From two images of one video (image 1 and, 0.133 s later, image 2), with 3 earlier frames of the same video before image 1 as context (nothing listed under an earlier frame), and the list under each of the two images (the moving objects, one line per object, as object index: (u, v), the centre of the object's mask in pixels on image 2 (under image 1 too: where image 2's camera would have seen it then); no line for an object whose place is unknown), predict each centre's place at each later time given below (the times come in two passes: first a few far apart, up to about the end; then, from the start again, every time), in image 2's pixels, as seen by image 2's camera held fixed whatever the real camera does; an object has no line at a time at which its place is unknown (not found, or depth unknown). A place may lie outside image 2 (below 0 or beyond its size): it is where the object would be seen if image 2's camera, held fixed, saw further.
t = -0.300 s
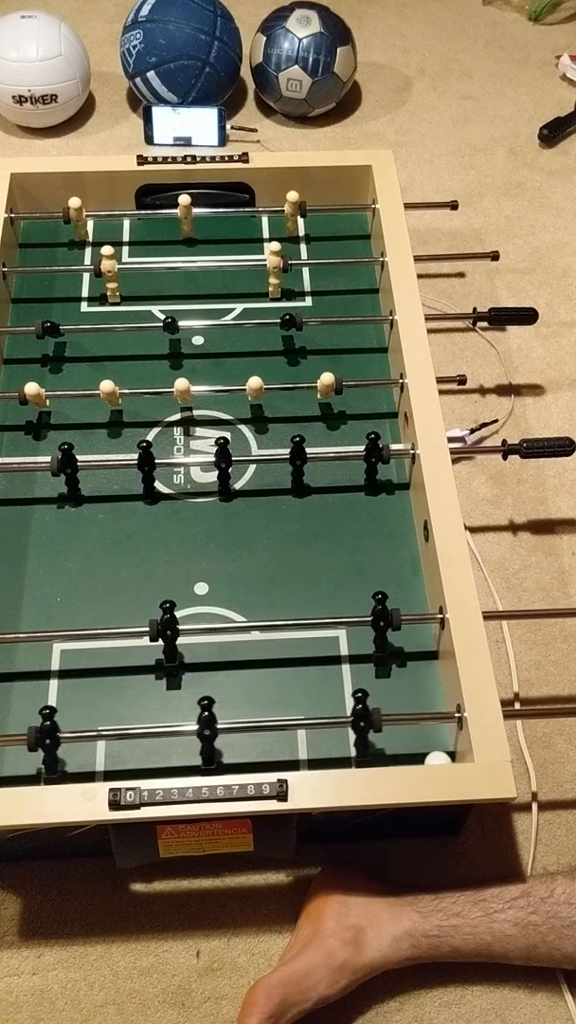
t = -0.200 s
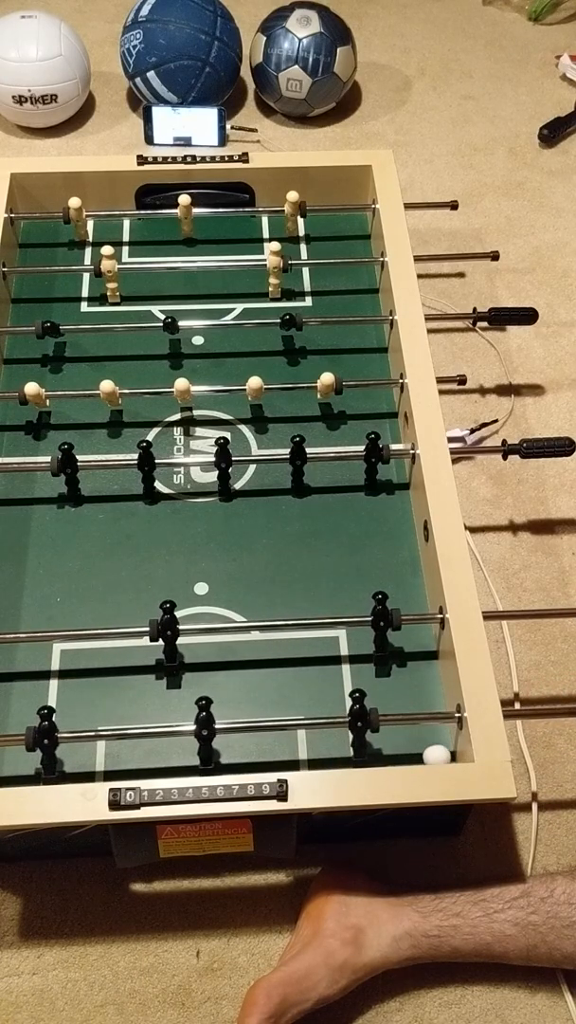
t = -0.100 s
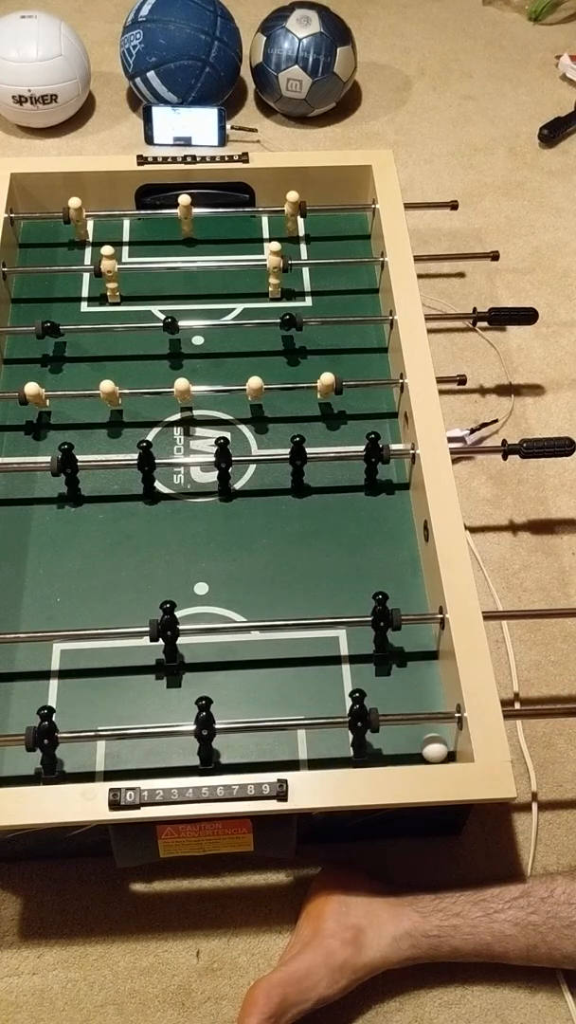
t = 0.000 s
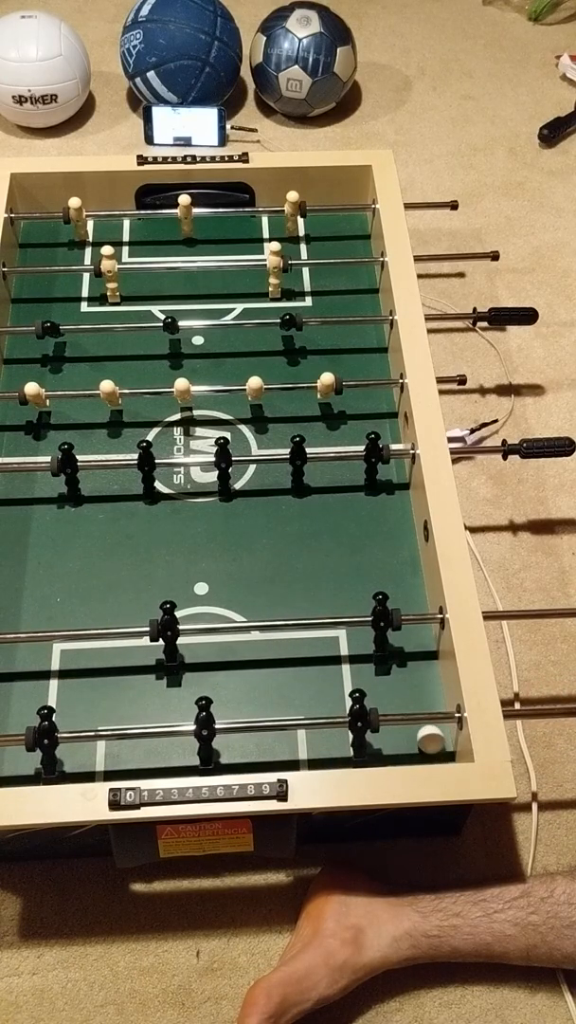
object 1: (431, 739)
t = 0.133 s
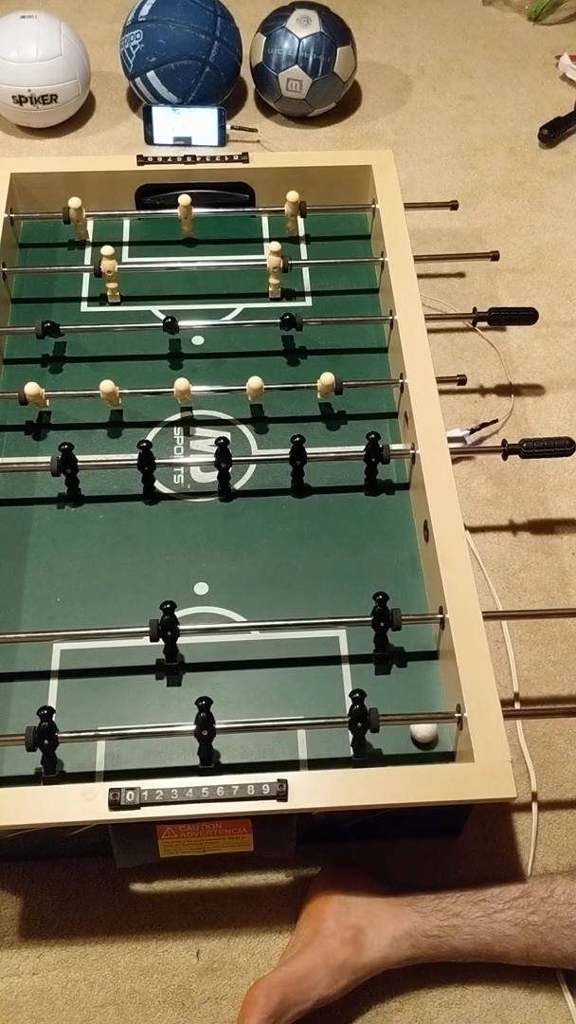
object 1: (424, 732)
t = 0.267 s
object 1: (410, 708)
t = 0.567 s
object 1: (385, 699)
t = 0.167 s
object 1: (422, 731)
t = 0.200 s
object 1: (417, 729)
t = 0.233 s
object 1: (415, 728)
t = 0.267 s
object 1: (410, 708)
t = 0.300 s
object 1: (408, 707)
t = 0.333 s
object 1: (405, 706)
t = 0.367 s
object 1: (402, 705)
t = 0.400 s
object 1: (399, 704)
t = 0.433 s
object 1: (397, 704)
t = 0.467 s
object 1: (394, 703)
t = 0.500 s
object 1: (391, 702)
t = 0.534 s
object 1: (388, 700)
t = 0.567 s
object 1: (385, 699)
